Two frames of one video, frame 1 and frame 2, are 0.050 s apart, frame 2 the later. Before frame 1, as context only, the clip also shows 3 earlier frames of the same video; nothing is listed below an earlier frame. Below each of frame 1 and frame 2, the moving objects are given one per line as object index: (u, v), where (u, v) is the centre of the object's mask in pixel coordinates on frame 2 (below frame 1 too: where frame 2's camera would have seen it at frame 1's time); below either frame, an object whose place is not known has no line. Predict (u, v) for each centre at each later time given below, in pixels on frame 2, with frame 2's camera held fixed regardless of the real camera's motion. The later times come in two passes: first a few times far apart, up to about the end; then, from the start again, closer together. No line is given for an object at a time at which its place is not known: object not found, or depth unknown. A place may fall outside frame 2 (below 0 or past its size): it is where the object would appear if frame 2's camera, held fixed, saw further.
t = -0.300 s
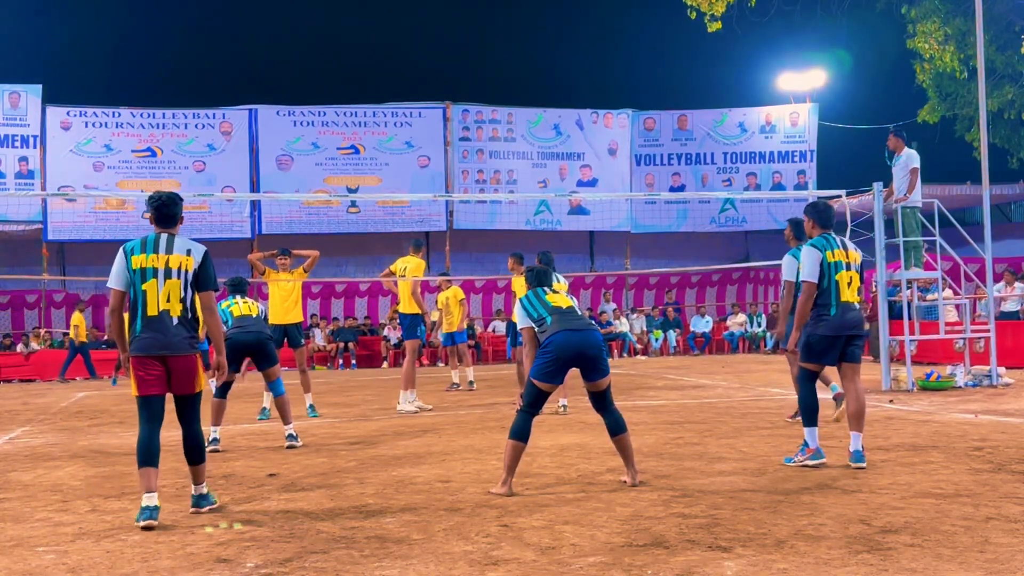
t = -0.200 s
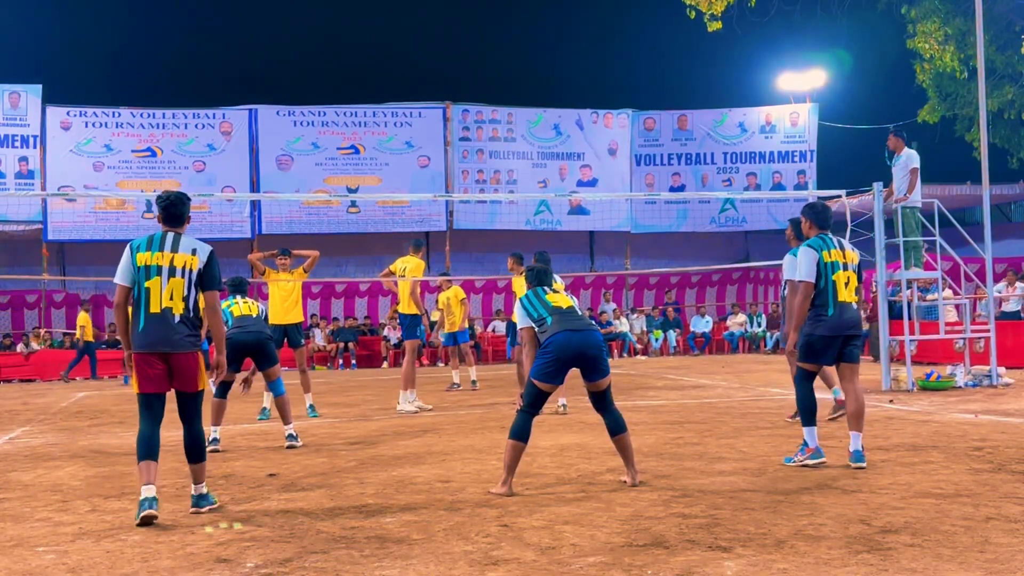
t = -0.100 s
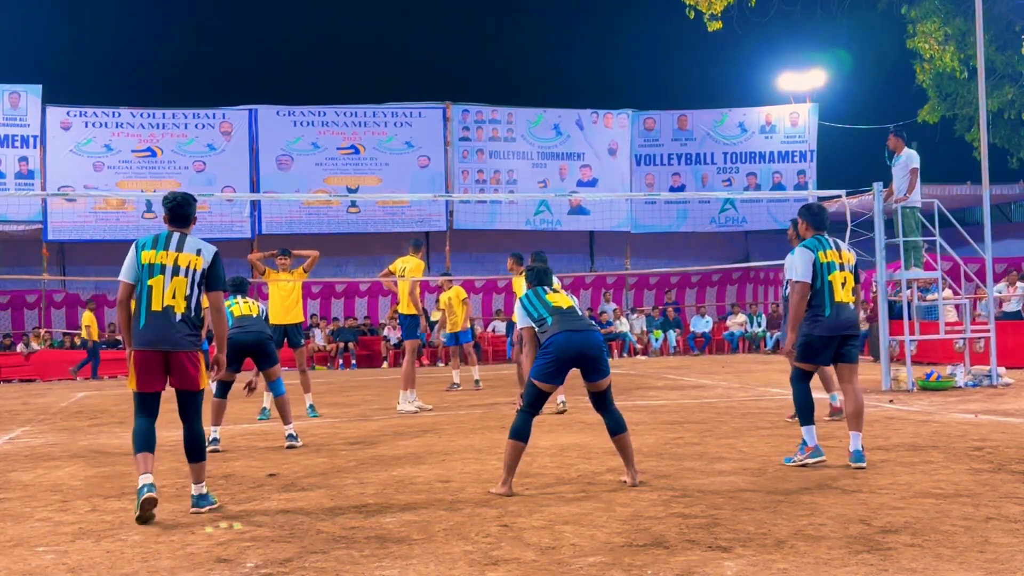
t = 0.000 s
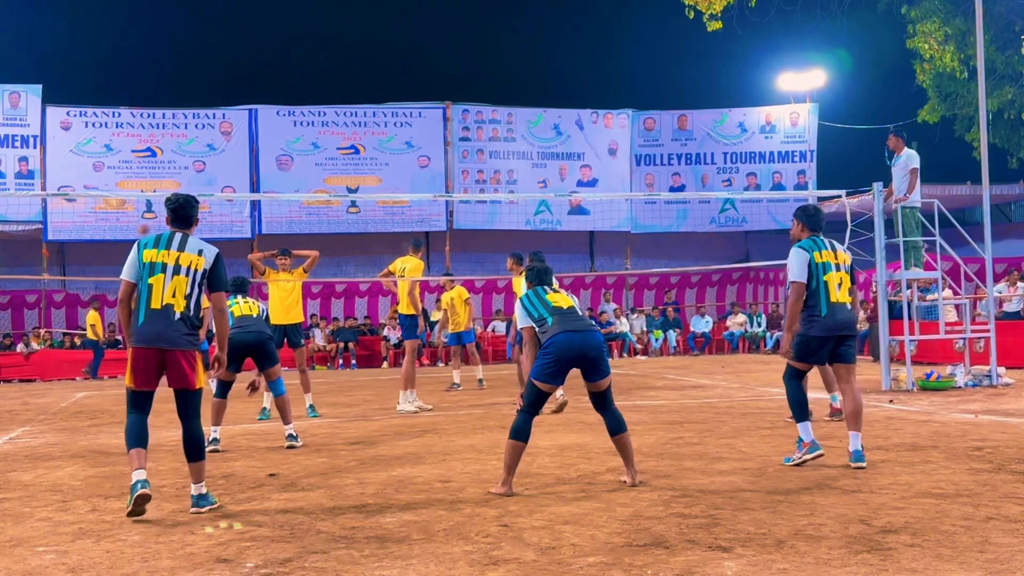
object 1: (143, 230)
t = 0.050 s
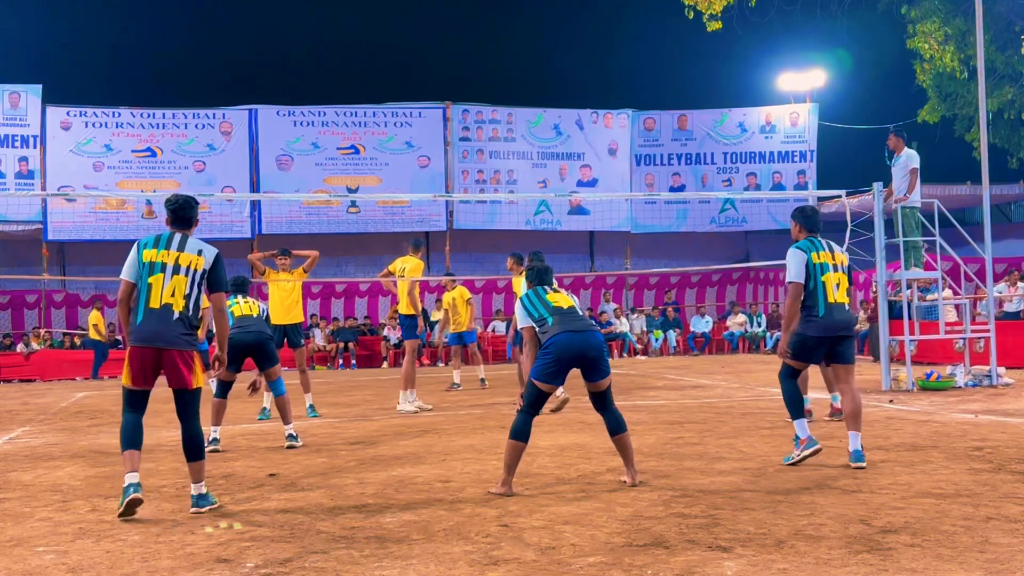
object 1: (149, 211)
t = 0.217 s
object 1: (171, 157)
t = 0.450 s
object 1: (210, 91)
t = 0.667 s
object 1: (257, 51)
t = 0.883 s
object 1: (318, 43)
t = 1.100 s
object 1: (400, 80)
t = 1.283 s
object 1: (496, 173)
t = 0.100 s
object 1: (155, 190)
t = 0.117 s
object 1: (157, 188)
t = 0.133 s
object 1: (159, 183)
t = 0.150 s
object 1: (161, 178)
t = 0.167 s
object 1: (164, 173)
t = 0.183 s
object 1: (167, 167)
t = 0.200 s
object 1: (170, 159)
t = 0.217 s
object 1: (171, 157)
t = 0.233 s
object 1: (174, 151)
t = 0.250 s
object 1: (176, 146)
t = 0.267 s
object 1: (179, 142)
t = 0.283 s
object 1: (181, 136)
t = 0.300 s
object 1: (184, 131)
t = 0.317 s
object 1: (186, 126)
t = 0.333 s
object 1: (189, 122)
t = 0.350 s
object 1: (192, 117)
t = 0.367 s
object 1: (194, 112)
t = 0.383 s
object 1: (198, 107)
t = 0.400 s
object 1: (200, 103)
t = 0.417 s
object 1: (203, 99)
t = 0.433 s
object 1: (206, 94)
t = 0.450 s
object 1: (210, 91)
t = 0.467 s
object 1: (213, 87)
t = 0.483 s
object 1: (216, 83)
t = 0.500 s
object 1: (219, 79)
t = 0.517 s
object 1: (222, 75)
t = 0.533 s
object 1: (226, 72)
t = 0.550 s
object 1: (229, 69)
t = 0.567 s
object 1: (233, 65)
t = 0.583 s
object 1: (237, 63)
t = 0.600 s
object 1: (241, 60)
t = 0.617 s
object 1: (244, 57)
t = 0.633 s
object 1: (248, 55)
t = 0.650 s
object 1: (252, 53)
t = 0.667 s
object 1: (257, 51)
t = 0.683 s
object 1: (261, 49)
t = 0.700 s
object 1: (265, 48)
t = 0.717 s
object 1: (270, 46)
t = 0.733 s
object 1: (274, 45)
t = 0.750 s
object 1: (278, 44)
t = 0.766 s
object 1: (283, 43)
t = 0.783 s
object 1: (288, 42)
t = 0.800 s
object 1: (293, 42)
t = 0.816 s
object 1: (298, 42)
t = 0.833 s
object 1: (303, 42)
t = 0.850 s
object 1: (308, 42)
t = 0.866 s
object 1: (313, 42)
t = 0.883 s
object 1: (318, 43)
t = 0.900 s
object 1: (323, 44)
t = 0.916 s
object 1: (329, 45)
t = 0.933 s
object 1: (335, 46)
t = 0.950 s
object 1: (341, 48)
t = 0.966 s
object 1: (347, 50)
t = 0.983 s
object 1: (353, 53)
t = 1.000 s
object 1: (359, 55)
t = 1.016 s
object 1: (365, 59)
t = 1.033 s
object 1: (372, 62)
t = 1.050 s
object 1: (379, 66)
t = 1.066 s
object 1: (386, 70)
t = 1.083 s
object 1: (392, 75)
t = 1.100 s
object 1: (400, 80)
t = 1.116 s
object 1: (407, 86)
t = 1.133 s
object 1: (415, 91)
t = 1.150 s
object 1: (423, 97)
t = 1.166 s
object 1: (431, 105)
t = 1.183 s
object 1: (439, 113)
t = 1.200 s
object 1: (447, 121)
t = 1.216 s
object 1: (456, 130)
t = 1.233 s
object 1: (465, 140)
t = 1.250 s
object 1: (474, 149)
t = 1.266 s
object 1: (485, 160)
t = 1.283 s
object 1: (496, 173)
